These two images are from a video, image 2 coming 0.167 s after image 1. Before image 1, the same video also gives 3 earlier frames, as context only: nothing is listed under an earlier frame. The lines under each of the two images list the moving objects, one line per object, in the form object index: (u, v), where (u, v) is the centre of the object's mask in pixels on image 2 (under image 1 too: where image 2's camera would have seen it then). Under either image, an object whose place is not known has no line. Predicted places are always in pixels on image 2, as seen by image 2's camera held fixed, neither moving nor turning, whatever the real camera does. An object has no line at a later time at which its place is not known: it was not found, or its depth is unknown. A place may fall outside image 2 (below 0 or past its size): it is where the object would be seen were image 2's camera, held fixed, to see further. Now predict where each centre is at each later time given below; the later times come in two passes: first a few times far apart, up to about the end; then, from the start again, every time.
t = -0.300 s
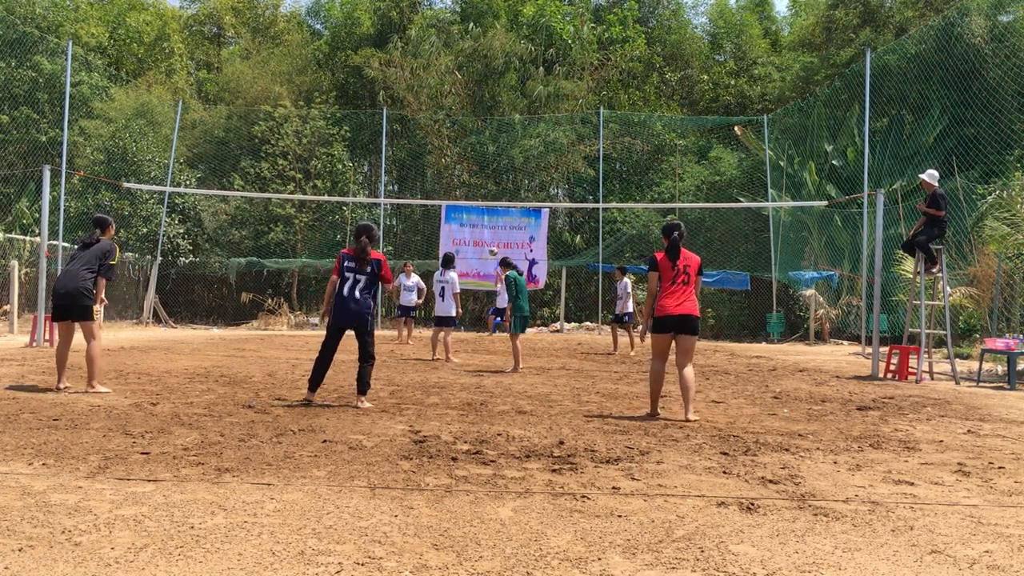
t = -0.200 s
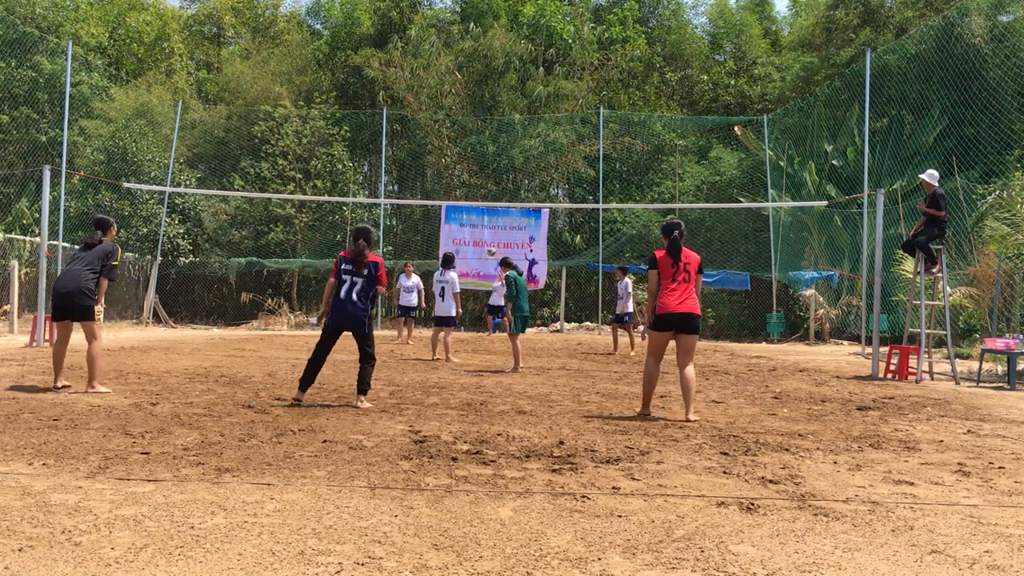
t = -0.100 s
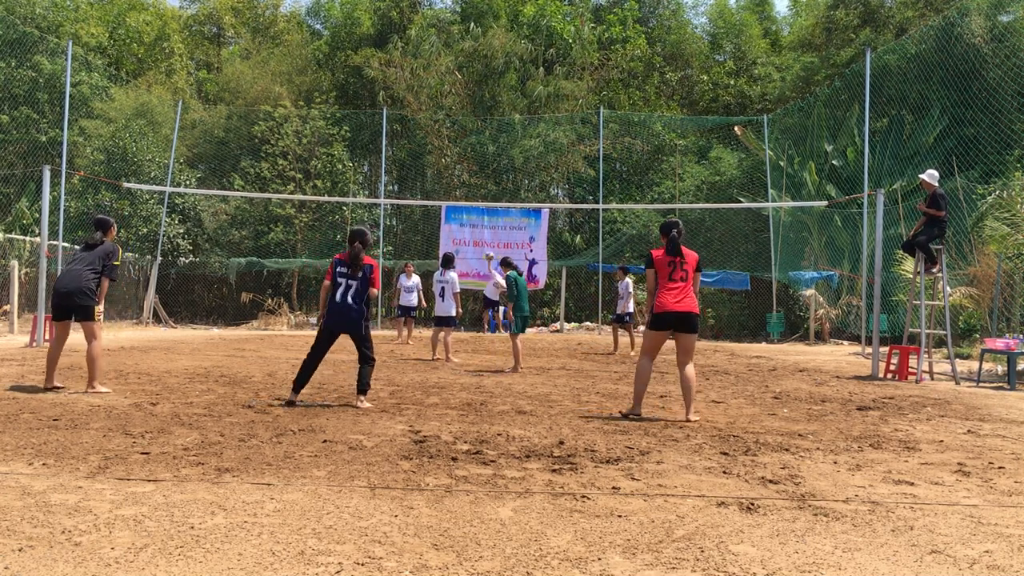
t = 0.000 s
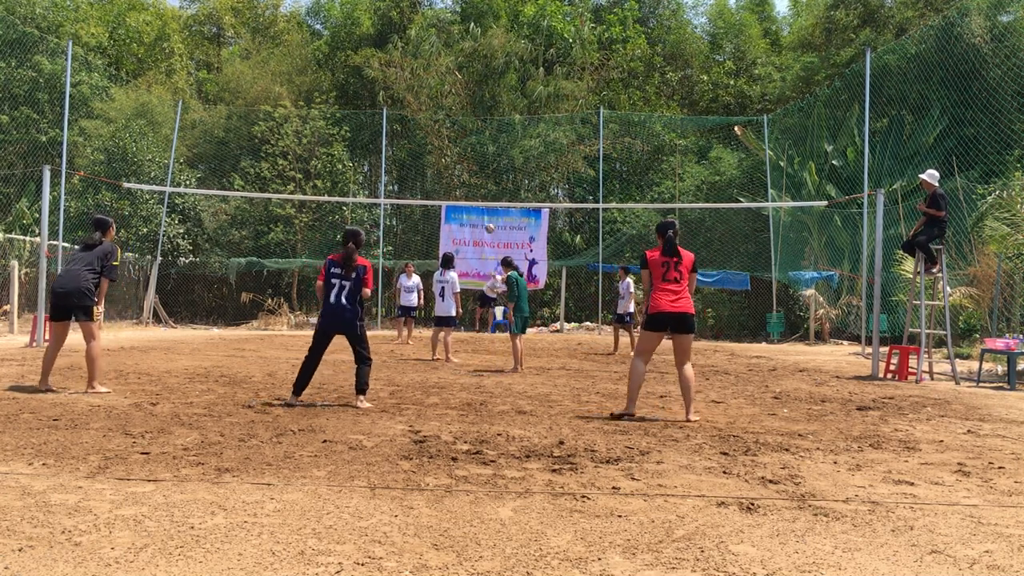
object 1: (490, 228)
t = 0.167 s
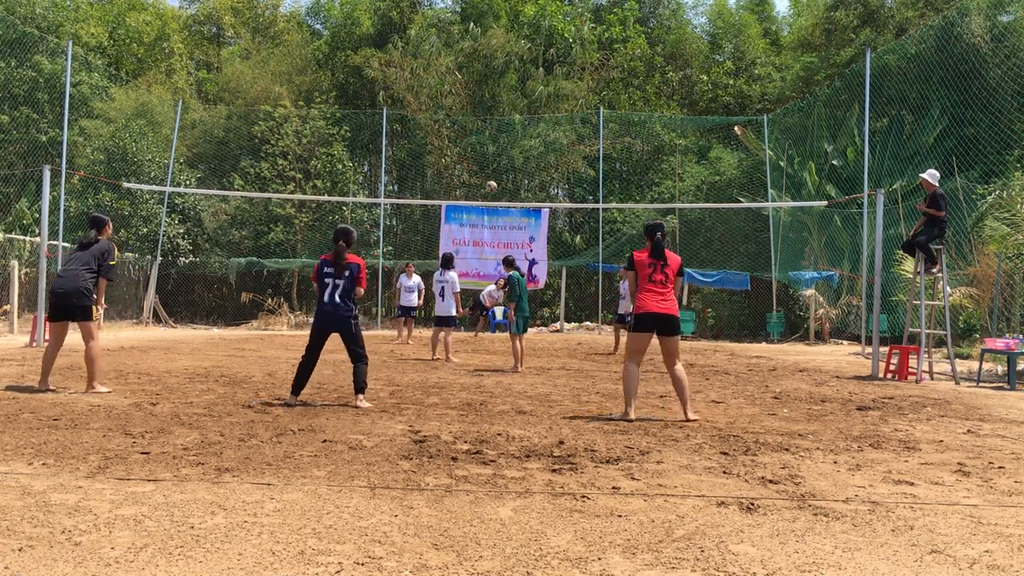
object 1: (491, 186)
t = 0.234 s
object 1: (492, 172)
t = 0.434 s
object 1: (497, 141)
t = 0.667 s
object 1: (508, 133)
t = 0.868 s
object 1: (528, 176)
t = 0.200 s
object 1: (492, 179)
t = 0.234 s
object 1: (492, 172)
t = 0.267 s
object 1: (492, 166)
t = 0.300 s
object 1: (493, 160)
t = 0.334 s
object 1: (494, 154)
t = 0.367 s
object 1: (496, 149)
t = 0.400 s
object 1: (497, 145)
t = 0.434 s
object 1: (497, 141)
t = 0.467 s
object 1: (498, 137)
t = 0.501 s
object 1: (500, 134)
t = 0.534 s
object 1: (501, 133)
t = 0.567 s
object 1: (502, 131)
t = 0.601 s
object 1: (504, 131)
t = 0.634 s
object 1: (506, 131)
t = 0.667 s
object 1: (508, 133)
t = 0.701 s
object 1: (511, 136)
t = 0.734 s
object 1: (514, 140)
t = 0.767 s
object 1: (517, 146)
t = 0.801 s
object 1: (521, 155)
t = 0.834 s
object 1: (523, 164)
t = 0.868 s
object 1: (528, 176)
